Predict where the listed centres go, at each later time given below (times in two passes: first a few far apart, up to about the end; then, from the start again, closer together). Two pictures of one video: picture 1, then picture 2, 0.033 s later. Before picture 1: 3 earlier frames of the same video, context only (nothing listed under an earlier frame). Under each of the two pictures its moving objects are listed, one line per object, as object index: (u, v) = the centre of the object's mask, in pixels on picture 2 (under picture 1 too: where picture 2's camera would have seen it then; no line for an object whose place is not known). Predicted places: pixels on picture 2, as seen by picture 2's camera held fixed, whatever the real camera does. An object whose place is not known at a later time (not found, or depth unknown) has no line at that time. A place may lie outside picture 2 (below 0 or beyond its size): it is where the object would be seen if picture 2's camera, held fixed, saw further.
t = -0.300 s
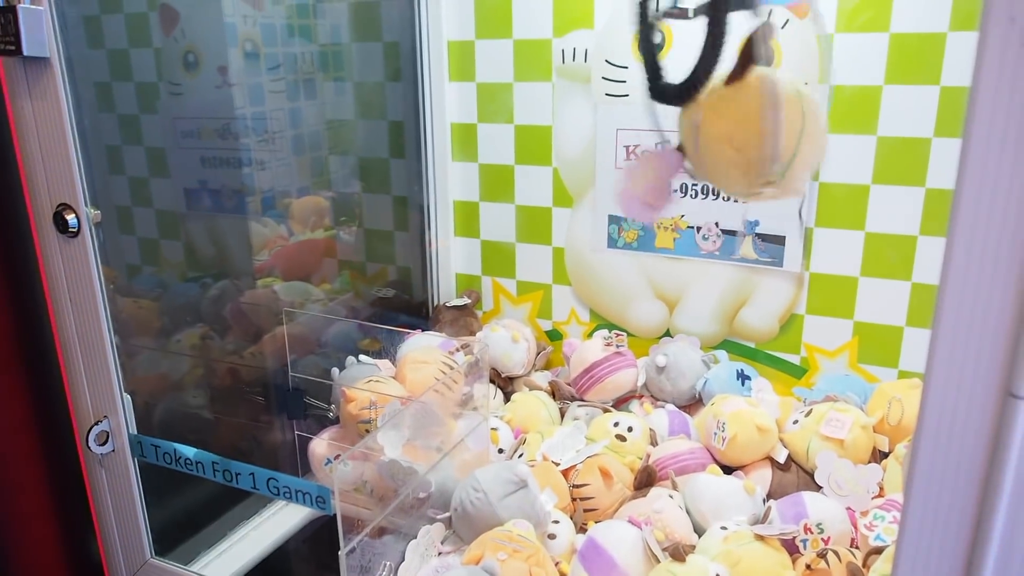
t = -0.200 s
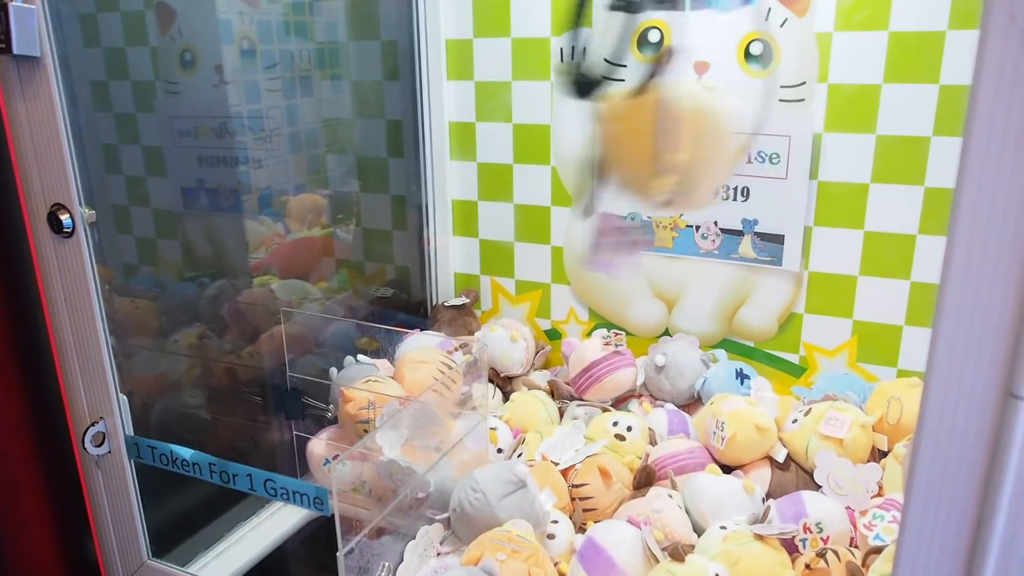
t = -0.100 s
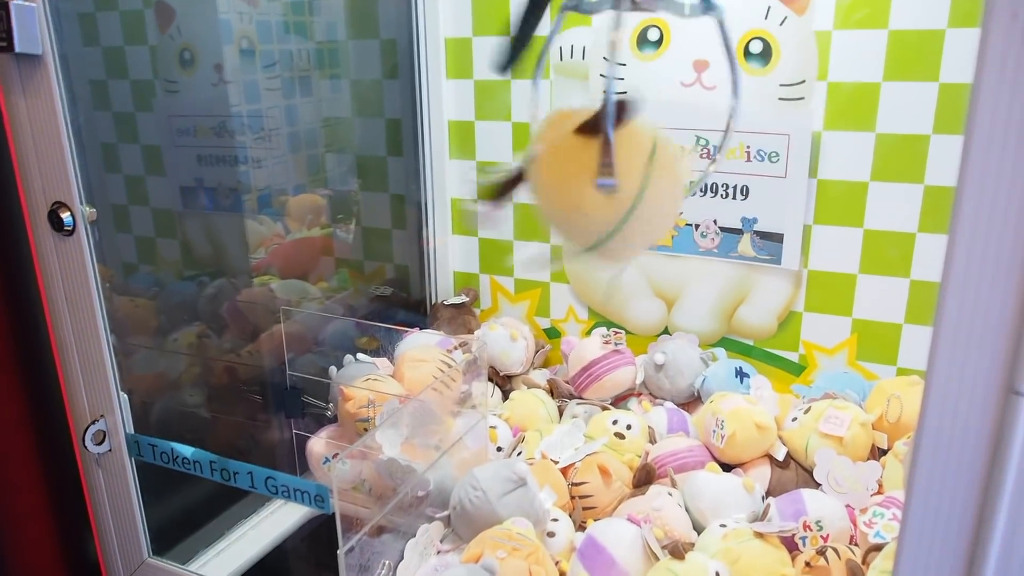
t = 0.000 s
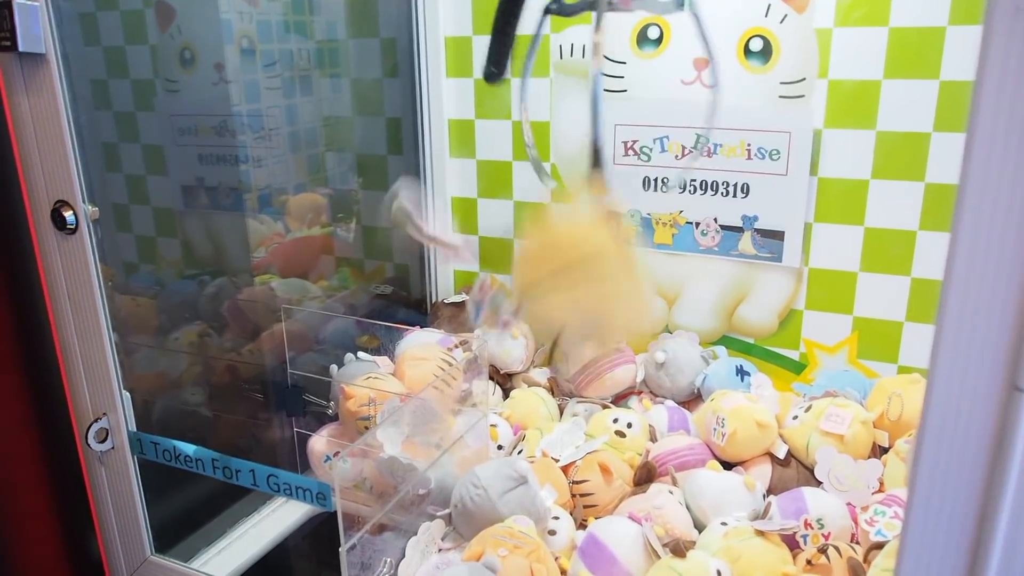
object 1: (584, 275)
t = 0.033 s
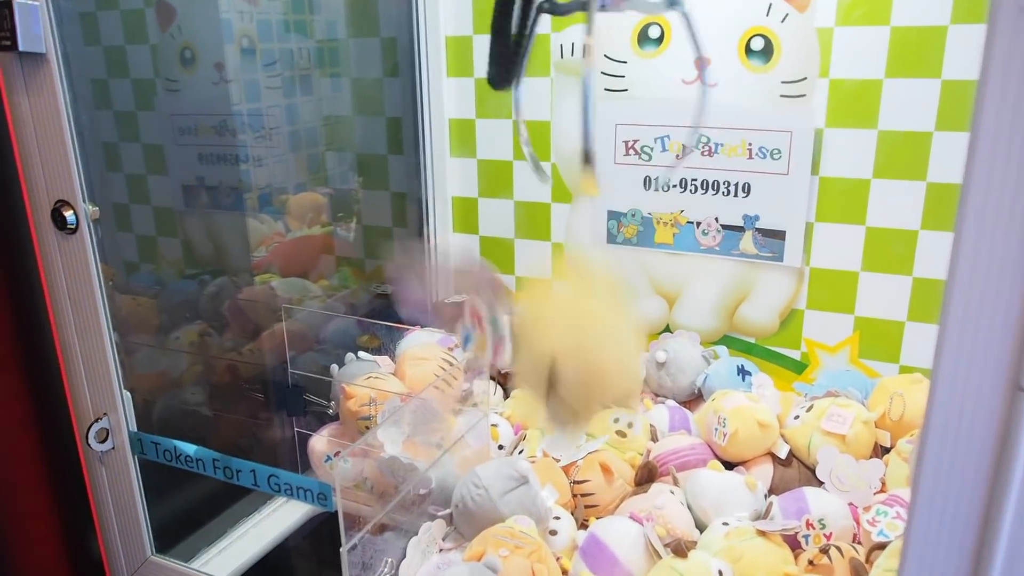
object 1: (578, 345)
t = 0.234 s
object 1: (557, 538)
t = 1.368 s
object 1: (612, 534)
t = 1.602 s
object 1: (612, 534)
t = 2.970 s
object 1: (610, 534)
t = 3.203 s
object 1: (611, 534)
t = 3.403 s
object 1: (611, 534)
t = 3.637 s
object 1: (611, 534)
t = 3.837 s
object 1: (611, 534)
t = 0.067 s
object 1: (572, 418)
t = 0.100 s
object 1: (559, 491)
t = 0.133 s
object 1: (555, 551)
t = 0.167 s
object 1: (552, 551)
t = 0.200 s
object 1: (556, 546)
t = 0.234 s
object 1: (557, 538)
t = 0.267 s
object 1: (565, 534)
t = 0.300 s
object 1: (578, 528)
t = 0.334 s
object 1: (592, 525)
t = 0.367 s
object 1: (602, 531)
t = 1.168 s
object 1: (611, 534)
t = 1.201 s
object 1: (611, 535)
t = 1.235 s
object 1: (612, 534)
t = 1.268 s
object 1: (612, 534)
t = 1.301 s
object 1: (612, 534)
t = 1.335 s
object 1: (612, 534)
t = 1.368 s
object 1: (612, 534)
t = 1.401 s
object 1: (612, 534)
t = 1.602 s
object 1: (612, 534)
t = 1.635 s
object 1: (612, 534)
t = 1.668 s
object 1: (612, 534)
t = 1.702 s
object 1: (612, 534)
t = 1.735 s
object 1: (612, 534)
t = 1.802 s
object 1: (612, 534)
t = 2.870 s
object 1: (611, 534)
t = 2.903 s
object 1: (610, 534)
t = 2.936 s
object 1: (610, 534)
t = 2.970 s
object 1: (610, 534)
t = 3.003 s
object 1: (610, 534)
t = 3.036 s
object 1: (610, 533)
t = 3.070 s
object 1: (611, 534)
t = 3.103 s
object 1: (611, 534)
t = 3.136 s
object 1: (611, 534)
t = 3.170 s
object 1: (611, 534)
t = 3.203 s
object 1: (611, 534)
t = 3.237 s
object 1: (611, 534)
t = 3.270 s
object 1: (611, 534)
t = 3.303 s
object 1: (611, 534)
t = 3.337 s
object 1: (611, 534)
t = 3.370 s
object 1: (611, 534)
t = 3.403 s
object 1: (611, 534)
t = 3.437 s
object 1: (611, 534)
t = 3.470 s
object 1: (611, 534)
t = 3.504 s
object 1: (611, 534)
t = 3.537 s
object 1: (611, 534)
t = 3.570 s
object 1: (611, 534)
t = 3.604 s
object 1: (611, 534)
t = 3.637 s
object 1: (611, 534)
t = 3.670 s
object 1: (611, 534)
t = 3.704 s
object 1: (611, 534)
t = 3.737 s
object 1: (611, 534)
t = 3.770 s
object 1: (611, 534)
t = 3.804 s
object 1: (611, 534)
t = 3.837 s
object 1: (611, 534)
